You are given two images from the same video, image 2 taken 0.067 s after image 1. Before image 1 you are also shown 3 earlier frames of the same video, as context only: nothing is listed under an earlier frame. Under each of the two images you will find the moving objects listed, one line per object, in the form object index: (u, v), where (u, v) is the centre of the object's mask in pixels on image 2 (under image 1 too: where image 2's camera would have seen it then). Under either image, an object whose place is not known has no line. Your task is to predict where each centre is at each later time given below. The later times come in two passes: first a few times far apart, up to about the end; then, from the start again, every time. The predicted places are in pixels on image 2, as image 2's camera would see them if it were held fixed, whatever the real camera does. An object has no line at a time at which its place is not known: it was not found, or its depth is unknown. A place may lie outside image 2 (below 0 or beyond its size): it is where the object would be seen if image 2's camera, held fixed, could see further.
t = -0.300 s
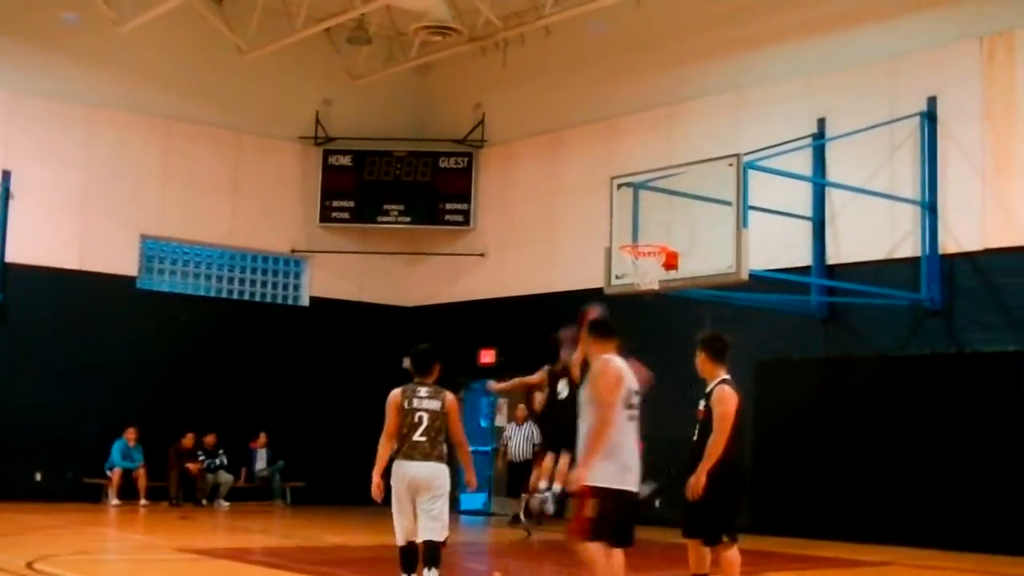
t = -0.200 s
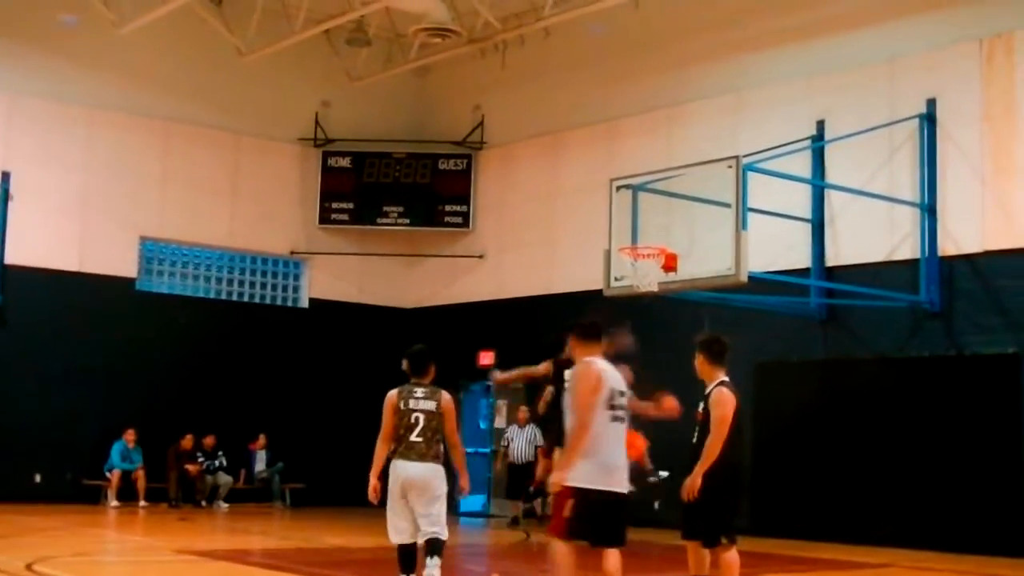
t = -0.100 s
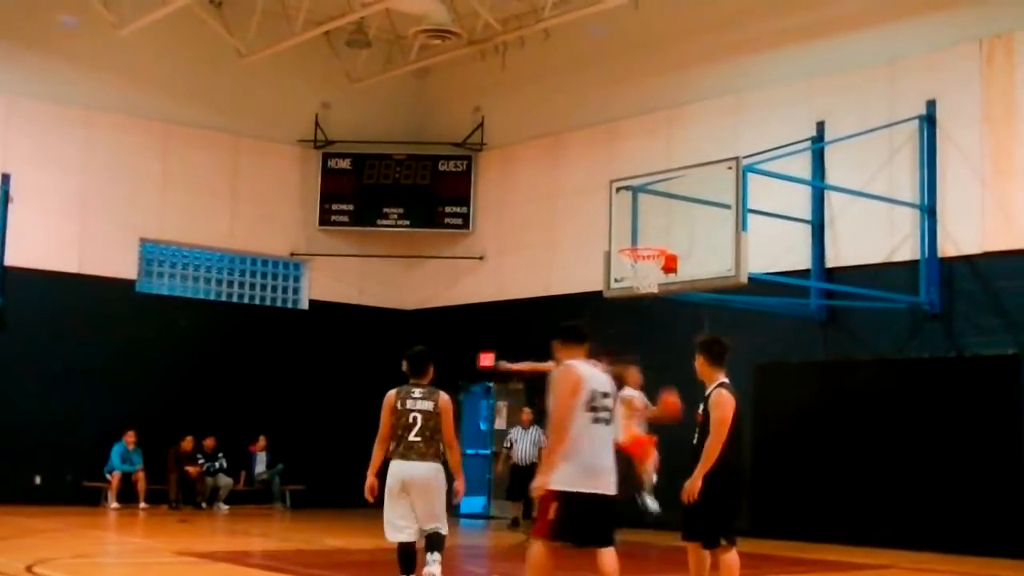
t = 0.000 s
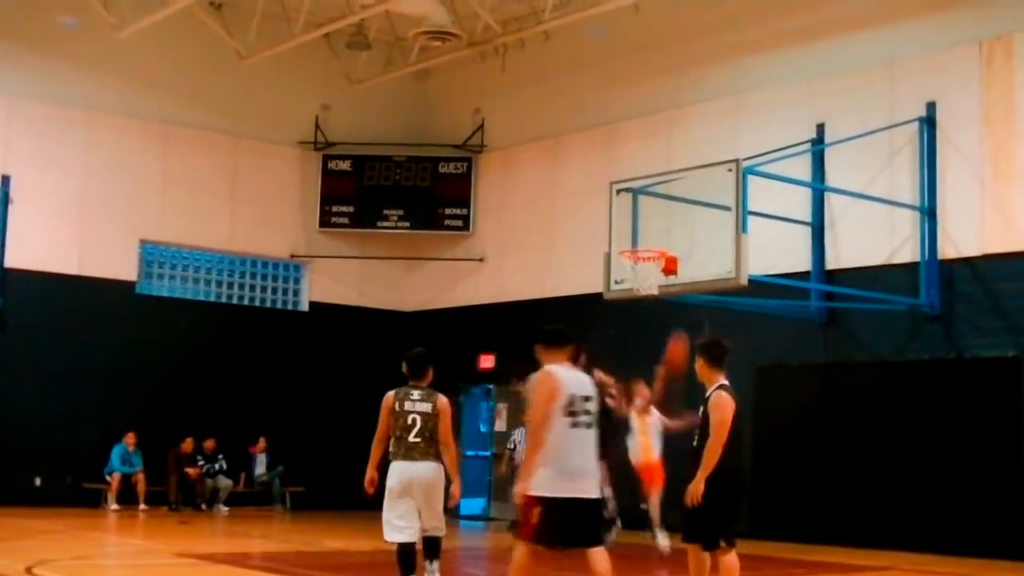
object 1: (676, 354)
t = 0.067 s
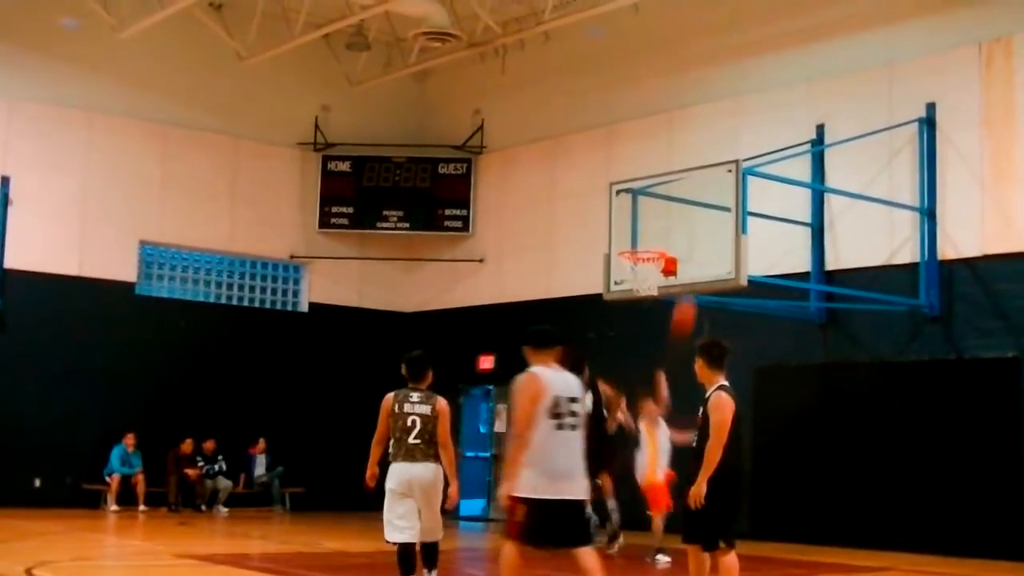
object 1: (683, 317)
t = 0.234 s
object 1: (704, 237)
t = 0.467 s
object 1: (704, 188)
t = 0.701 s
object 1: (686, 202)
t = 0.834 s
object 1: (674, 234)
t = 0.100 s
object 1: (687, 302)
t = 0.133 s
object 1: (692, 282)
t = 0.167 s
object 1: (696, 266)
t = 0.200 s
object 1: (700, 250)
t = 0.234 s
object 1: (704, 237)
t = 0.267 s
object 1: (708, 224)
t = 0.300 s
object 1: (711, 214)
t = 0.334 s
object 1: (713, 203)
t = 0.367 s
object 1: (711, 197)
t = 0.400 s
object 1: (709, 193)
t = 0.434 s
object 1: (706, 189)
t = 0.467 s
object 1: (704, 188)
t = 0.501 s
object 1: (701, 187)
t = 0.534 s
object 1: (699, 187)
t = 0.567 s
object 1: (696, 188)
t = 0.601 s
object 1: (693, 189)
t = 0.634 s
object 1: (691, 191)
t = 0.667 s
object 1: (688, 197)
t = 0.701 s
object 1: (686, 202)
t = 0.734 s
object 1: (683, 208)
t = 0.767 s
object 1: (680, 216)
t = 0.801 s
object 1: (677, 224)
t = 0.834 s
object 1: (674, 234)
